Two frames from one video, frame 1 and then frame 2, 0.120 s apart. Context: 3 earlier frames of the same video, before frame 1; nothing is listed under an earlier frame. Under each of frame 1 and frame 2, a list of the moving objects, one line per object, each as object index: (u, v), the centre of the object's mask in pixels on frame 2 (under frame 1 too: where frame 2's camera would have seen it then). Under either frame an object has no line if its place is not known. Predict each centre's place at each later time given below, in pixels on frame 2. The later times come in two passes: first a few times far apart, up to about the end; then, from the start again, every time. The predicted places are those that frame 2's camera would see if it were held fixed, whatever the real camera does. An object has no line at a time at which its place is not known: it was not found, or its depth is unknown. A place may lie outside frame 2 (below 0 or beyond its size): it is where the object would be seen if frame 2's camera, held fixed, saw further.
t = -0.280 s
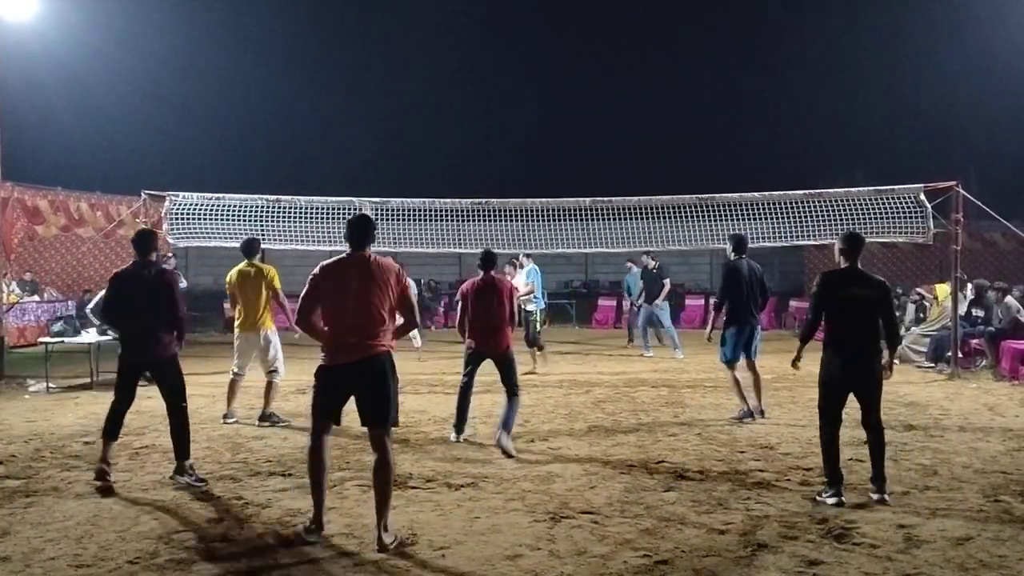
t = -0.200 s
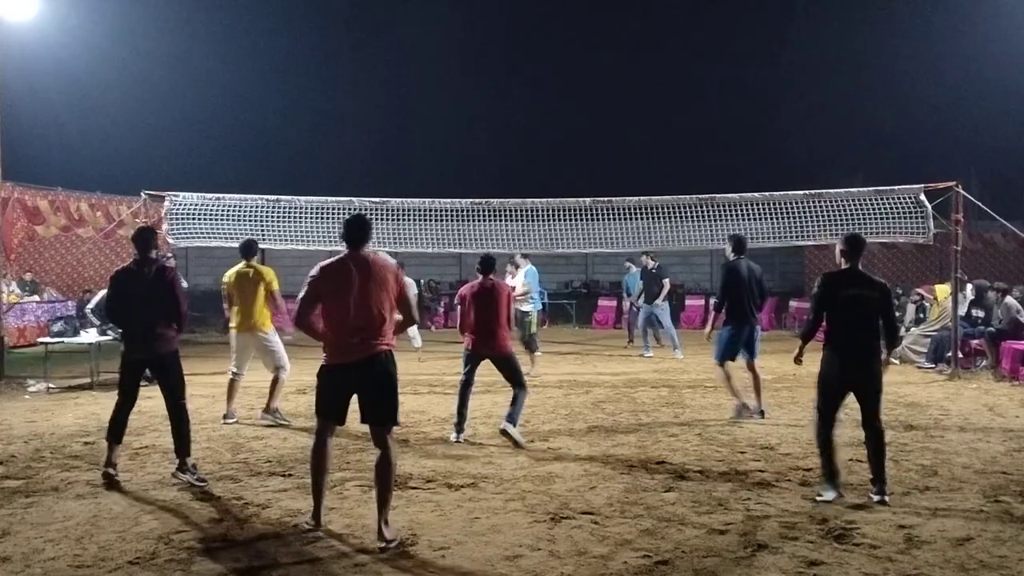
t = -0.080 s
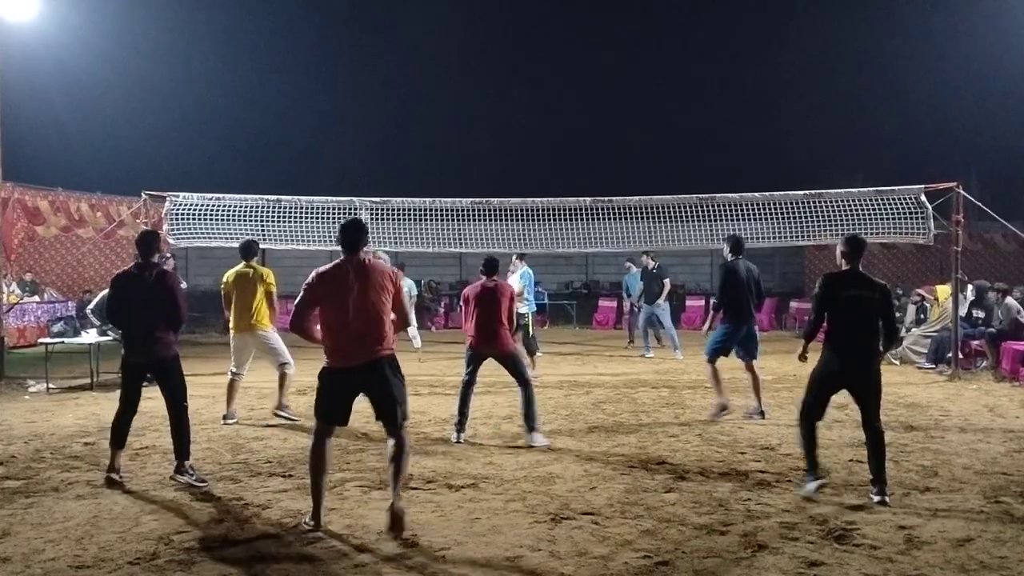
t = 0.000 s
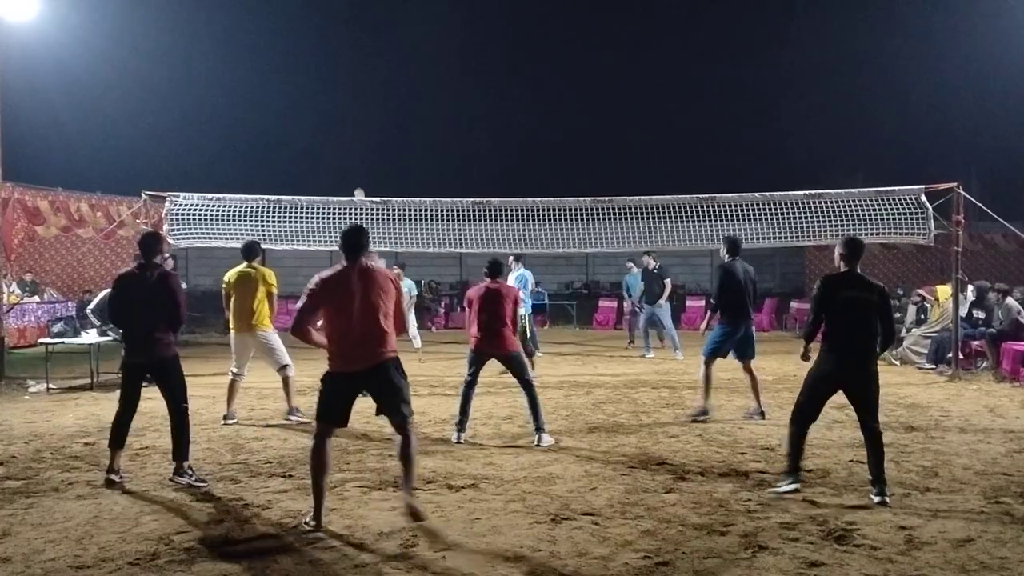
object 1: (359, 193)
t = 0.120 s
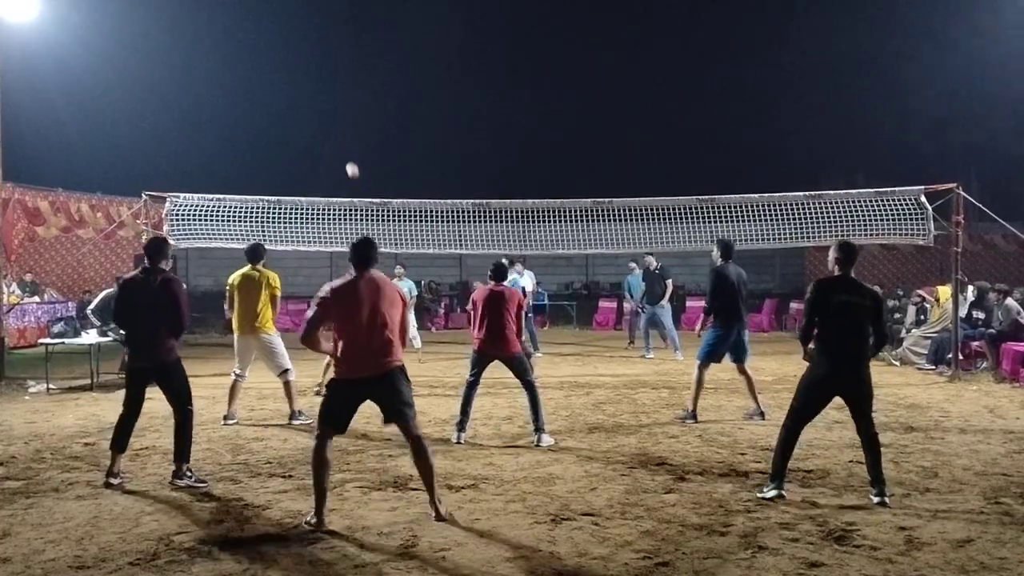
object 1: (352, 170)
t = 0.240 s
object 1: (345, 150)
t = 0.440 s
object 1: (331, 137)
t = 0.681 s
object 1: (313, 174)
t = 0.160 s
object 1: (350, 163)
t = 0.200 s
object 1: (347, 156)
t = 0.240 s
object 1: (345, 150)
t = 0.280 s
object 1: (342, 145)
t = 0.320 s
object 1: (340, 141)
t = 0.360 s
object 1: (336, 139)
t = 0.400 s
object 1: (334, 137)
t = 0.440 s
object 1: (331, 137)
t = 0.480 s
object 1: (328, 138)
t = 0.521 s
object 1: (325, 141)
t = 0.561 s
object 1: (322, 146)
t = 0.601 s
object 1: (319, 152)
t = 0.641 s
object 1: (316, 162)
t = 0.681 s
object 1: (313, 174)
